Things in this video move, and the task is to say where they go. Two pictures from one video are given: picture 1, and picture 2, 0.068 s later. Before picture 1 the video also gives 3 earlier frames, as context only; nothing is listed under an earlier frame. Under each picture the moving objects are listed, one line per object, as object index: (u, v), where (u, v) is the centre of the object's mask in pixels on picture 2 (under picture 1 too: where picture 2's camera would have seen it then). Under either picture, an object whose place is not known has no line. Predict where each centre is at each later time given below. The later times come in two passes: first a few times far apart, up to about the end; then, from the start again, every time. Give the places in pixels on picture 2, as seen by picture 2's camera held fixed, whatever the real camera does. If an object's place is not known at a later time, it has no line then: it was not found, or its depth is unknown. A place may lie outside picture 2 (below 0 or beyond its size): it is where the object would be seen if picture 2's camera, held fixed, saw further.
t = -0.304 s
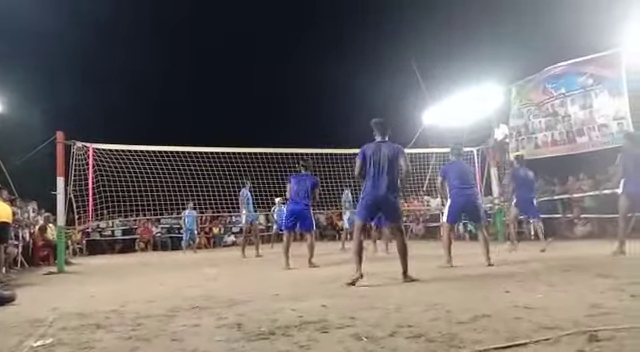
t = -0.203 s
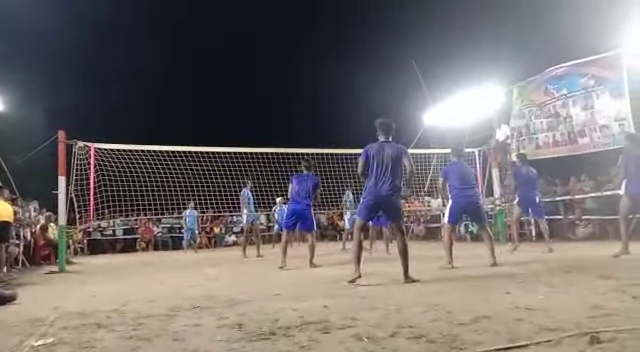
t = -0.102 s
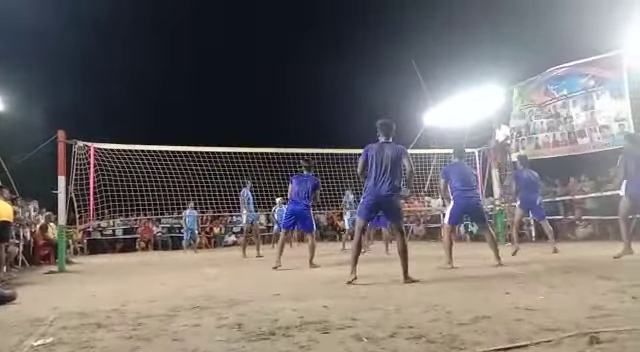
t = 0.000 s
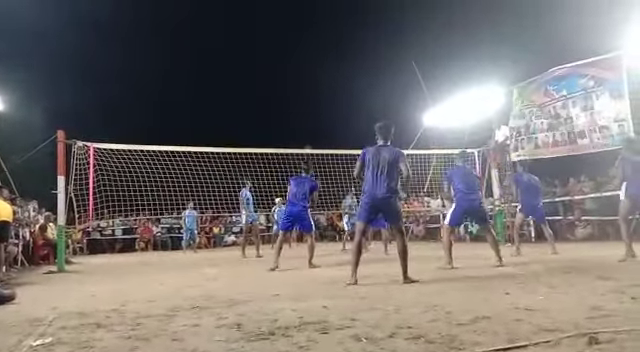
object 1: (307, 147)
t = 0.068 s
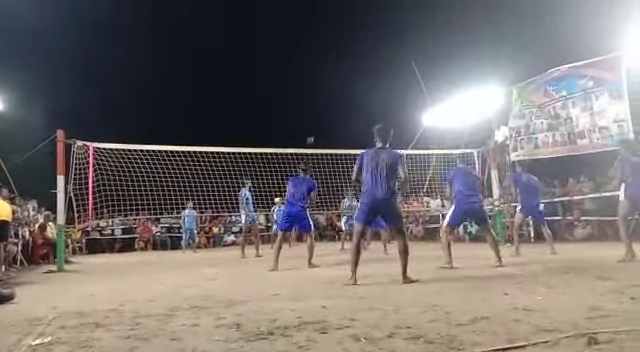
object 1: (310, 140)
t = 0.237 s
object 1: (320, 122)
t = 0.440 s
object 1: (336, 111)
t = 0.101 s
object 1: (312, 136)
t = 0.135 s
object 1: (314, 132)
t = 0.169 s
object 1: (315, 128)
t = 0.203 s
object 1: (318, 125)
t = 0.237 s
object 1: (320, 122)
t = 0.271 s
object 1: (322, 119)
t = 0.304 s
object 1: (324, 117)
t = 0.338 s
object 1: (327, 115)
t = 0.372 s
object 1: (330, 113)
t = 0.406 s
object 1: (333, 112)
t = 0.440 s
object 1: (336, 111)
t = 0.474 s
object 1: (339, 111)
